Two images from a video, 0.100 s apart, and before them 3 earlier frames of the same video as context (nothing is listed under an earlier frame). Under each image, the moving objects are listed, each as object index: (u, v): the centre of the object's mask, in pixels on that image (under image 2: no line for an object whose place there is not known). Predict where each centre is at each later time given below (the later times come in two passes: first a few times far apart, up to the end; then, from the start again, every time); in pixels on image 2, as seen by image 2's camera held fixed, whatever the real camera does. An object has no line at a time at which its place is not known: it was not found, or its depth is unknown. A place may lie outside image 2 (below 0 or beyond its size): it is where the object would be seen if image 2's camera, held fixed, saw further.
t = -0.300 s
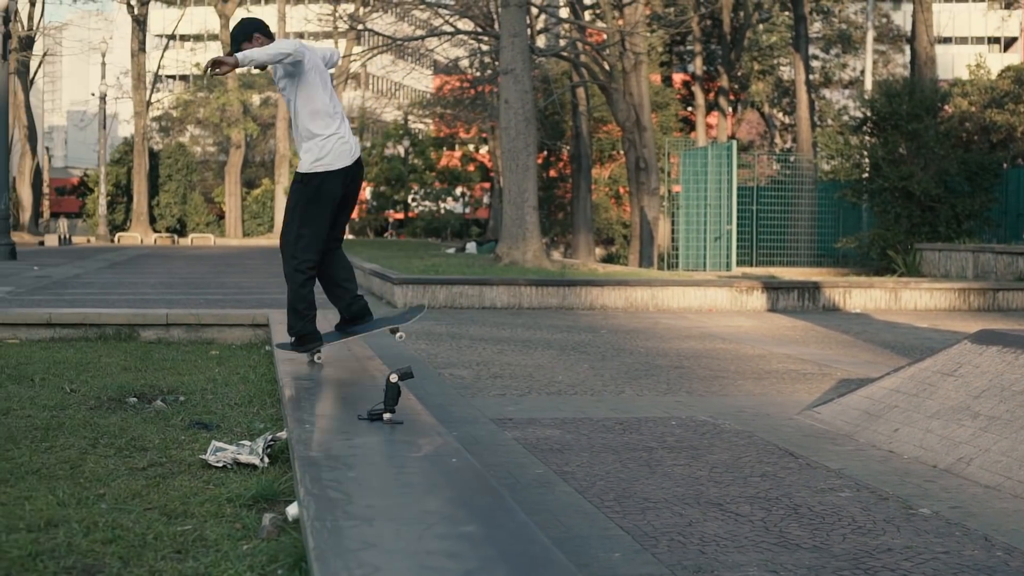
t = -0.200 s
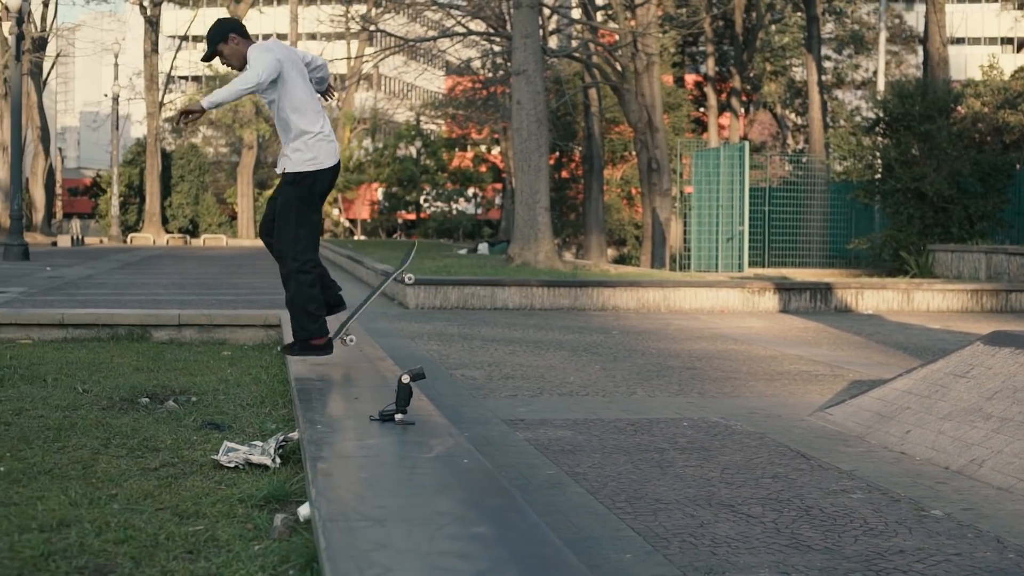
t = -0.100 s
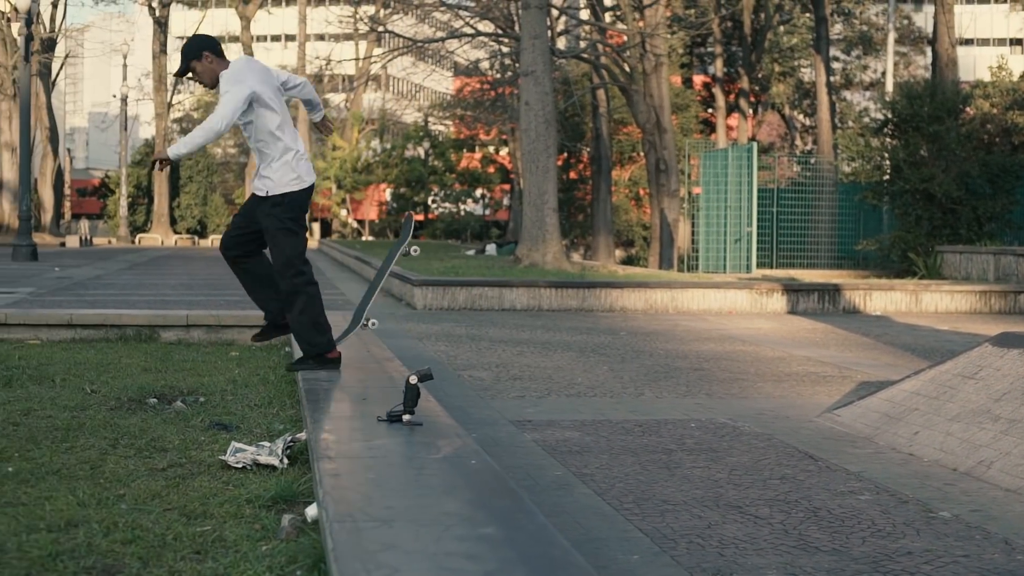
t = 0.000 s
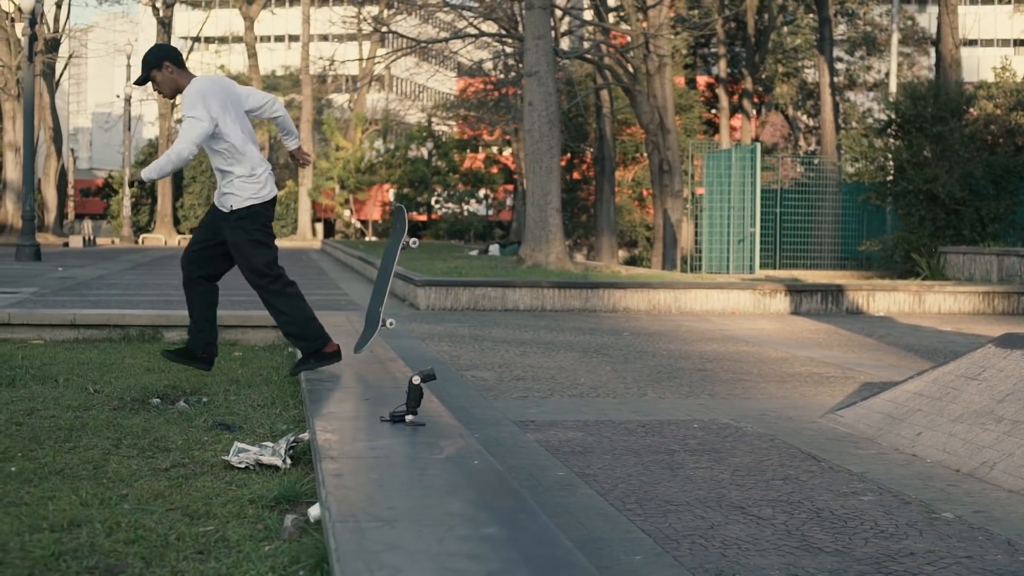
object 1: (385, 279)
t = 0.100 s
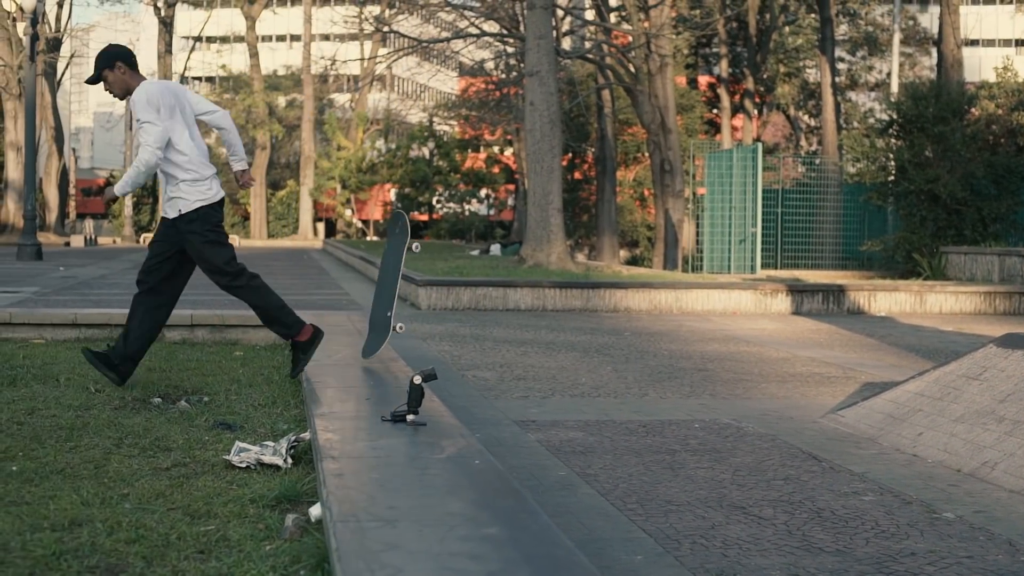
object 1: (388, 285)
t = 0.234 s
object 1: (392, 301)
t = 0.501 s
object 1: (405, 358)
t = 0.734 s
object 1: (445, 359)
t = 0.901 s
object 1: (473, 369)
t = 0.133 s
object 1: (389, 286)
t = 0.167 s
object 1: (390, 288)
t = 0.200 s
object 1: (391, 293)
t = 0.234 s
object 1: (392, 301)
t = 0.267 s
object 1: (393, 306)
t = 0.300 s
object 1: (395, 313)
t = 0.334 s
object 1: (397, 322)
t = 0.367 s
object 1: (397, 332)
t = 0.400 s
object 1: (393, 344)
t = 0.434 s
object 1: (396, 348)
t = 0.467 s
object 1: (399, 352)
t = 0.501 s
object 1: (405, 358)
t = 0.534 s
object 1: (415, 364)
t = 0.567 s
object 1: (424, 368)
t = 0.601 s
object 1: (434, 370)
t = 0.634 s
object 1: (435, 366)
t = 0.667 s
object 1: (437, 362)
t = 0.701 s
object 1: (439, 359)
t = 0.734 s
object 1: (445, 359)
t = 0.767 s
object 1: (453, 358)
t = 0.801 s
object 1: (455, 359)
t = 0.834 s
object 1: (462, 361)
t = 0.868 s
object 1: (469, 365)
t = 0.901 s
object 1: (473, 369)
